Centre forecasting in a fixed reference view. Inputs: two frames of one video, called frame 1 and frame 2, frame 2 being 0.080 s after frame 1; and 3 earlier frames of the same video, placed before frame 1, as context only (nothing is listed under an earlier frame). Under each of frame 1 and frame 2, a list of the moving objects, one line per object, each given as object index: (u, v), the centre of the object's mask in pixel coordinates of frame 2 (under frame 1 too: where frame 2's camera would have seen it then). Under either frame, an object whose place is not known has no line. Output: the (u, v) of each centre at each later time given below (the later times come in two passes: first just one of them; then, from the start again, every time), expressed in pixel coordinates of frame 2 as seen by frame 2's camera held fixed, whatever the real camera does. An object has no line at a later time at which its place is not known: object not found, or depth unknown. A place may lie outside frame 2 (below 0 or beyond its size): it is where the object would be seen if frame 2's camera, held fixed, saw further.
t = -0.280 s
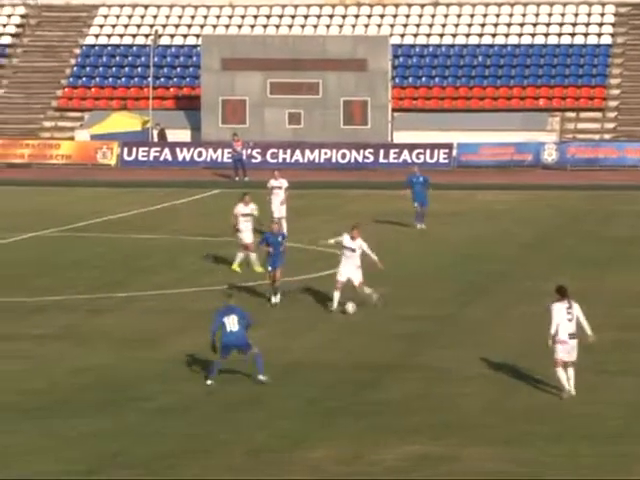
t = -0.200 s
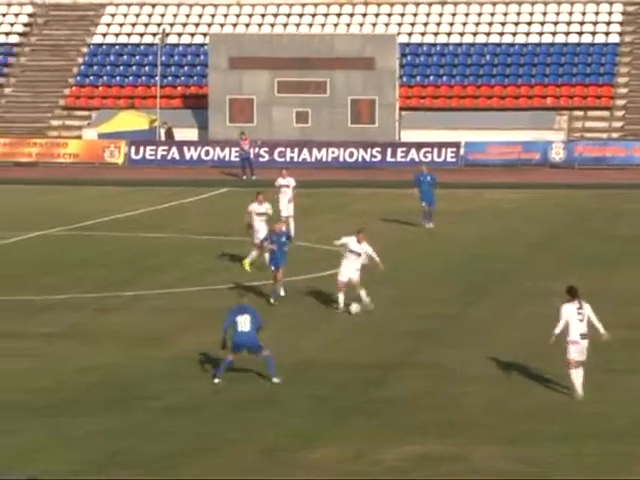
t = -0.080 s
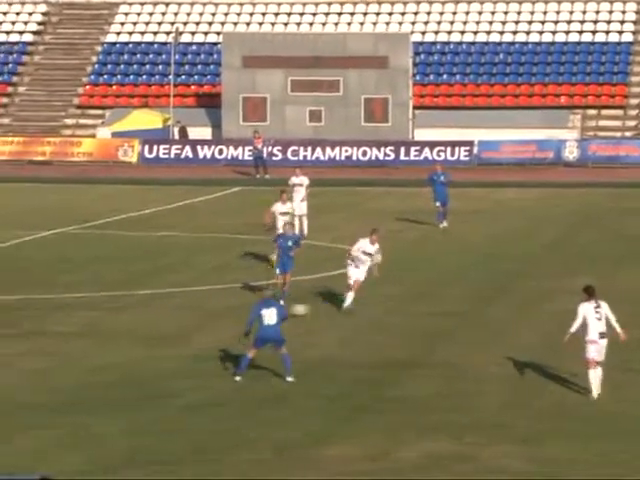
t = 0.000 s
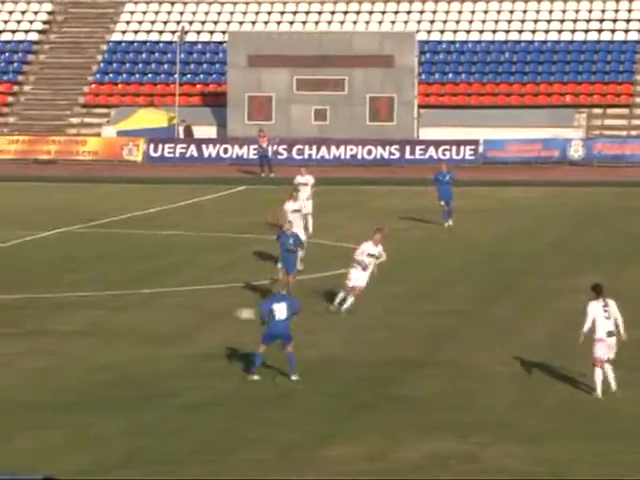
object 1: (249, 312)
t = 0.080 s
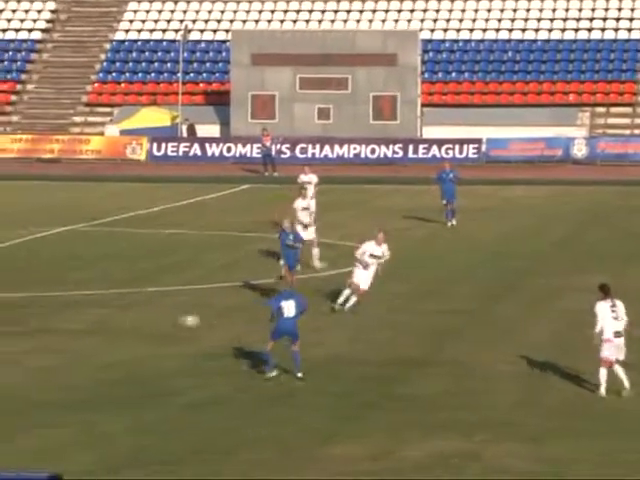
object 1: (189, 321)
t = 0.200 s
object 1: (105, 328)
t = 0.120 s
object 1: (162, 322)
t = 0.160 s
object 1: (134, 324)
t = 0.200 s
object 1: (105, 328)
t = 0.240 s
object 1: (77, 331)
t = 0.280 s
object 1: (50, 333)
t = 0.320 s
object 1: (23, 335)
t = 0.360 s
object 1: (-4, 338)
